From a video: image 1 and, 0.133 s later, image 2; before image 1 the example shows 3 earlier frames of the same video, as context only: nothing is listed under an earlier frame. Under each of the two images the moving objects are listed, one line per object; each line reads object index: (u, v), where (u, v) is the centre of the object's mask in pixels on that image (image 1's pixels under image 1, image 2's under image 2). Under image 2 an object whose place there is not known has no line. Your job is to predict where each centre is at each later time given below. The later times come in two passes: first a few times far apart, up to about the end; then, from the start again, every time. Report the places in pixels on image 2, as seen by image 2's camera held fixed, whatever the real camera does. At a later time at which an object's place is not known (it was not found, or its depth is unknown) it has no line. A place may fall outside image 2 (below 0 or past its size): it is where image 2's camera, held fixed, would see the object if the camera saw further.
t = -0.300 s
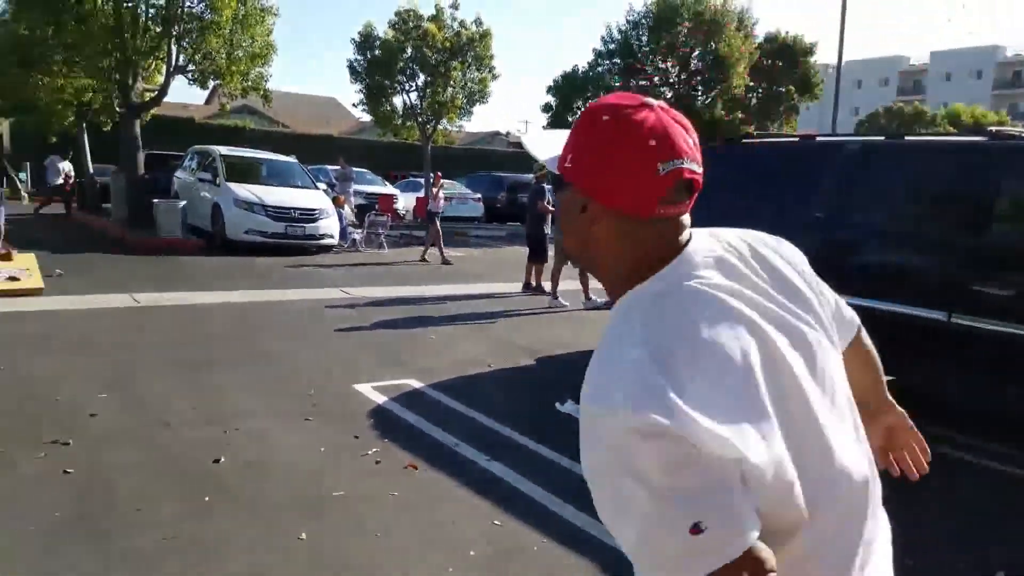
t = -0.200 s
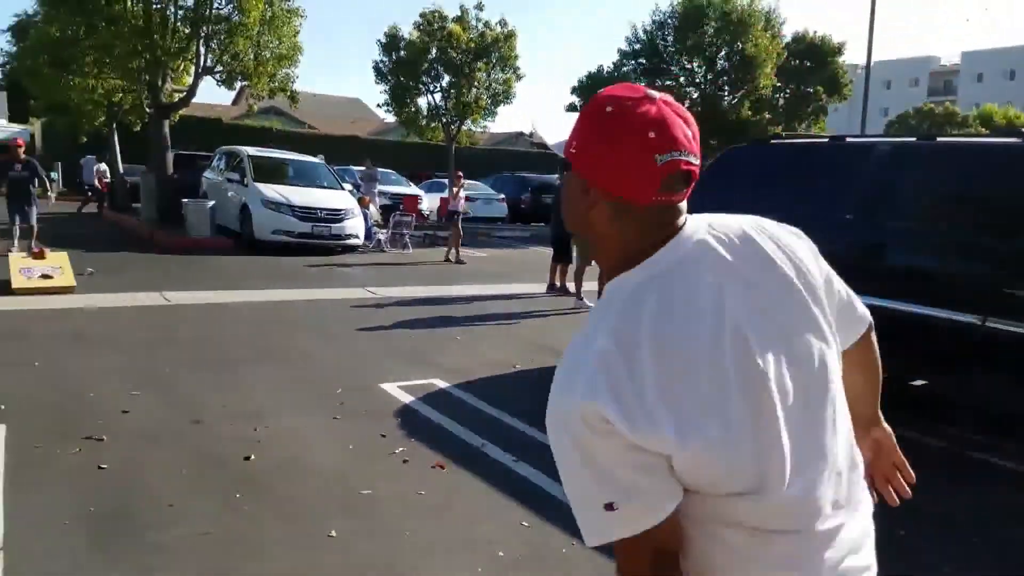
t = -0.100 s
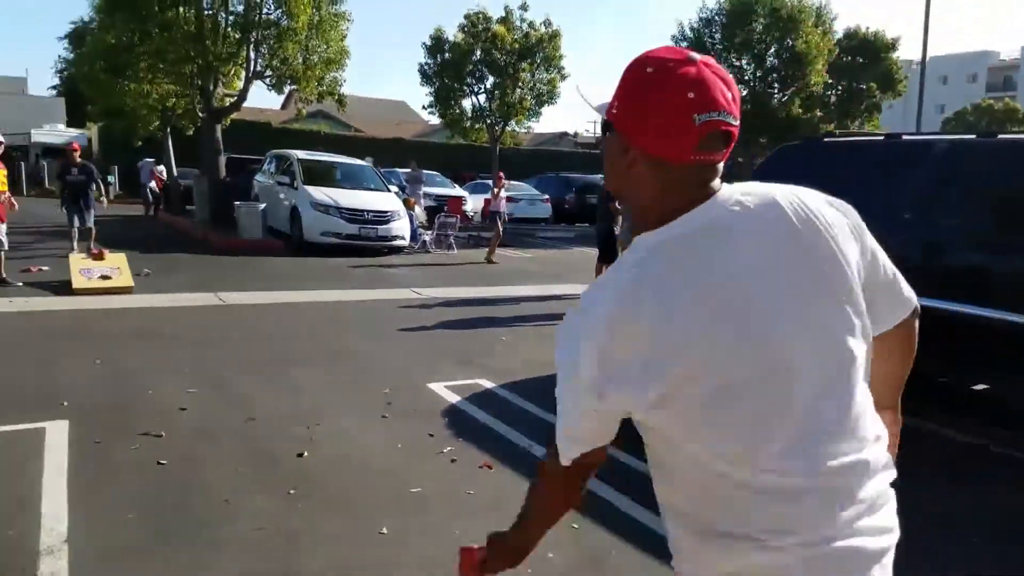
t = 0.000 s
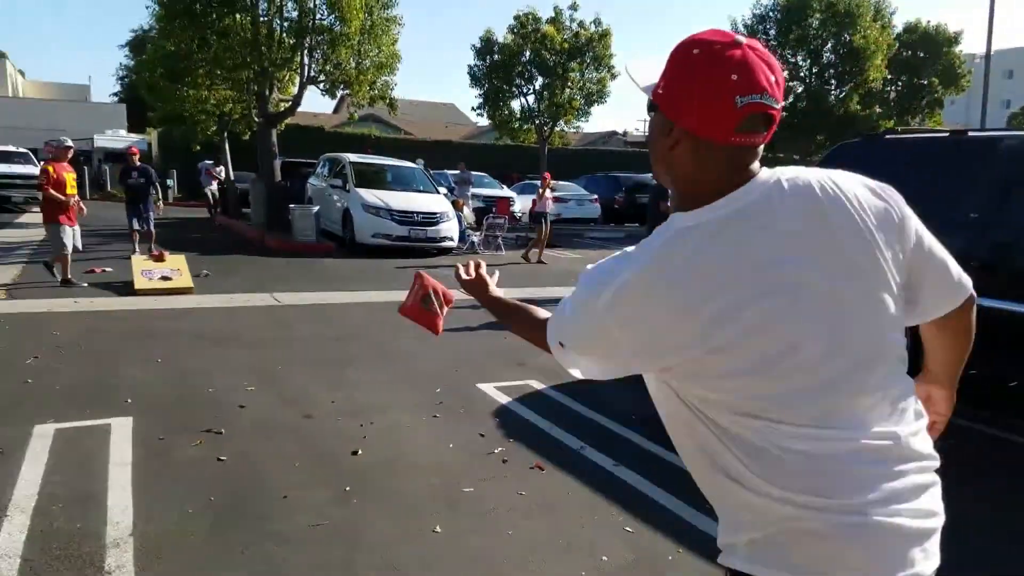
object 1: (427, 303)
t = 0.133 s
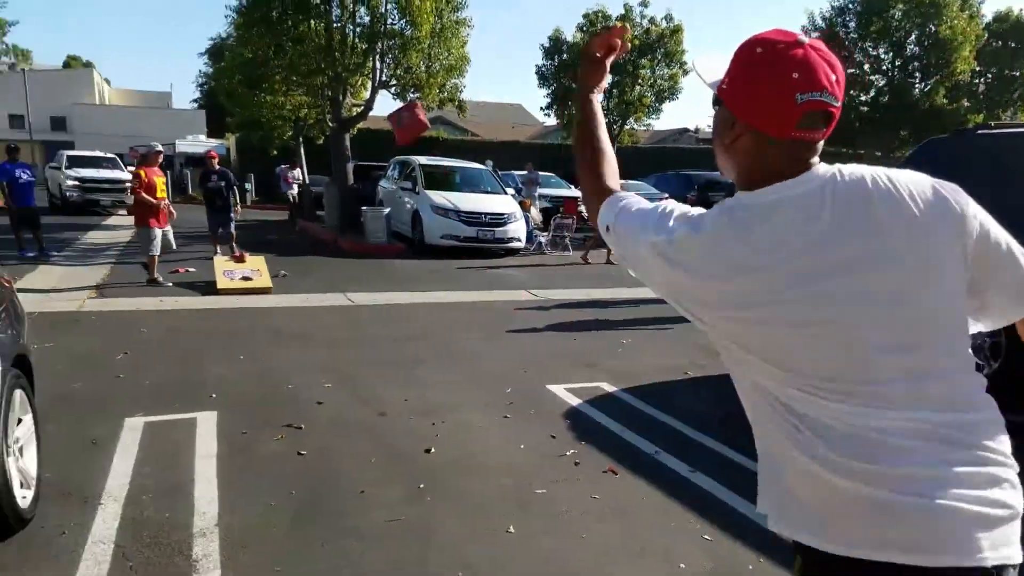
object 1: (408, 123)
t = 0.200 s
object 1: (379, 72)
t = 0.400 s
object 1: (317, 22)
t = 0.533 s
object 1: (290, 34)
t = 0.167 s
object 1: (393, 94)
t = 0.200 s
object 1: (379, 72)
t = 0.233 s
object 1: (366, 55)
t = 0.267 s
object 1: (355, 41)
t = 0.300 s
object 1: (344, 33)
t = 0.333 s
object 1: (334, 26)
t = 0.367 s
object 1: (325, 22)
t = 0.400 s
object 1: (317, 22)
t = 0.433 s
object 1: (310, 22)
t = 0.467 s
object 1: (302, 26)
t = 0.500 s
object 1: (296, 28)
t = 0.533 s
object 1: (290, 34)
